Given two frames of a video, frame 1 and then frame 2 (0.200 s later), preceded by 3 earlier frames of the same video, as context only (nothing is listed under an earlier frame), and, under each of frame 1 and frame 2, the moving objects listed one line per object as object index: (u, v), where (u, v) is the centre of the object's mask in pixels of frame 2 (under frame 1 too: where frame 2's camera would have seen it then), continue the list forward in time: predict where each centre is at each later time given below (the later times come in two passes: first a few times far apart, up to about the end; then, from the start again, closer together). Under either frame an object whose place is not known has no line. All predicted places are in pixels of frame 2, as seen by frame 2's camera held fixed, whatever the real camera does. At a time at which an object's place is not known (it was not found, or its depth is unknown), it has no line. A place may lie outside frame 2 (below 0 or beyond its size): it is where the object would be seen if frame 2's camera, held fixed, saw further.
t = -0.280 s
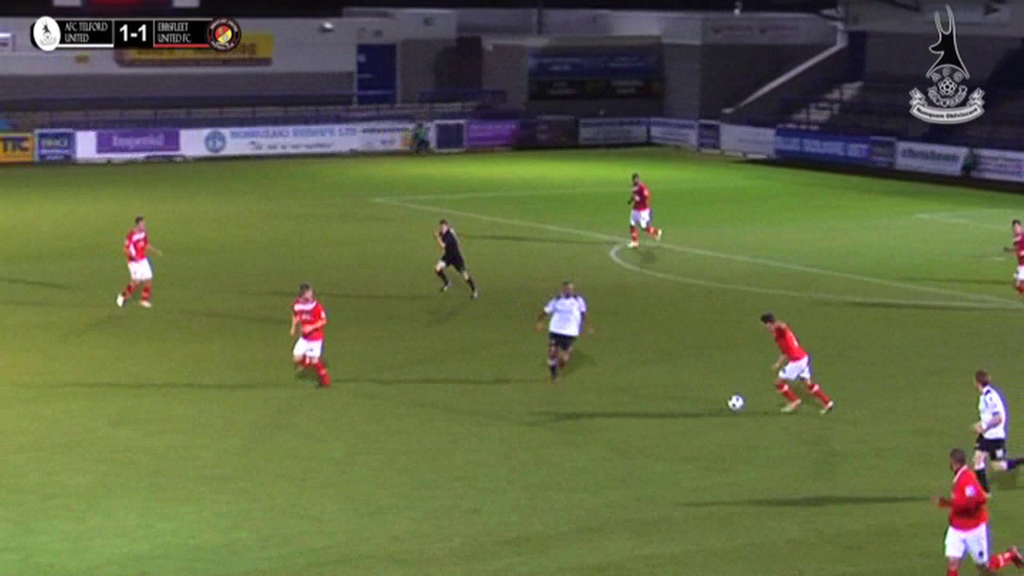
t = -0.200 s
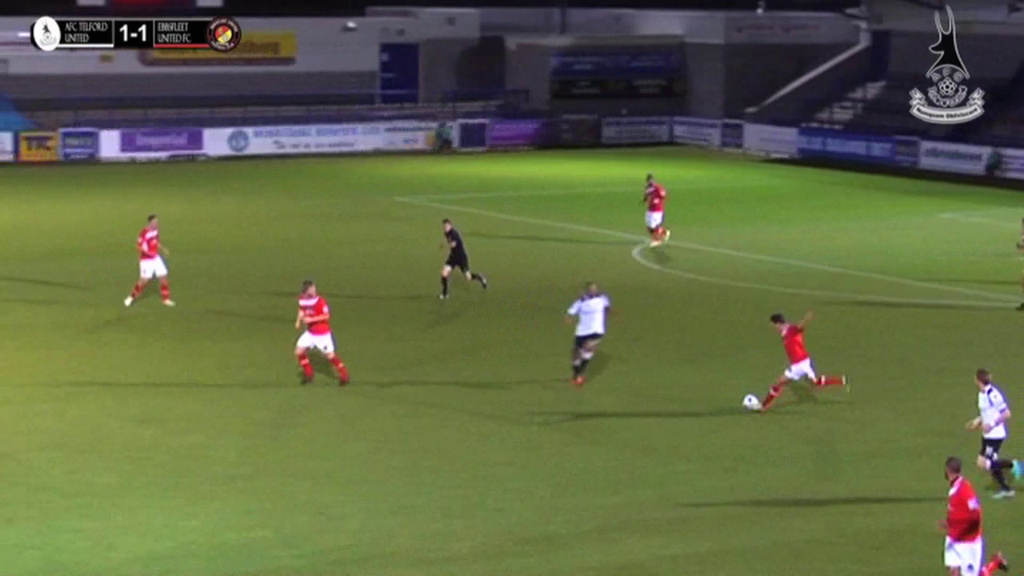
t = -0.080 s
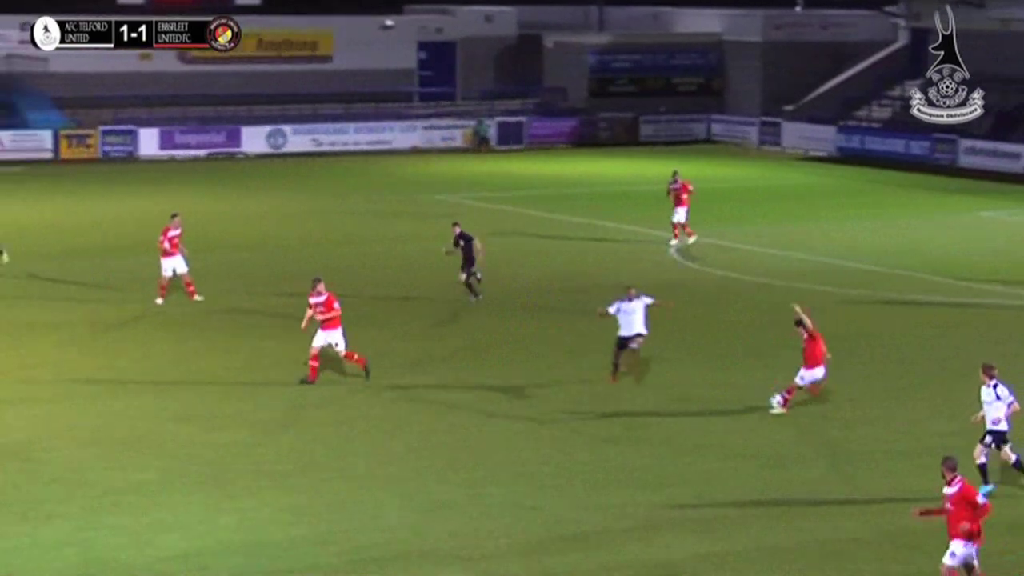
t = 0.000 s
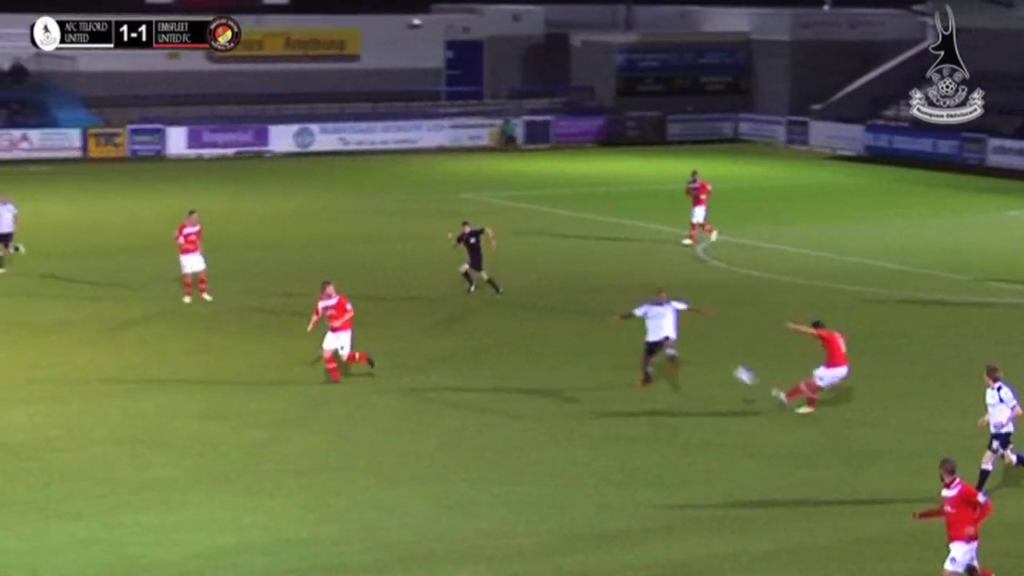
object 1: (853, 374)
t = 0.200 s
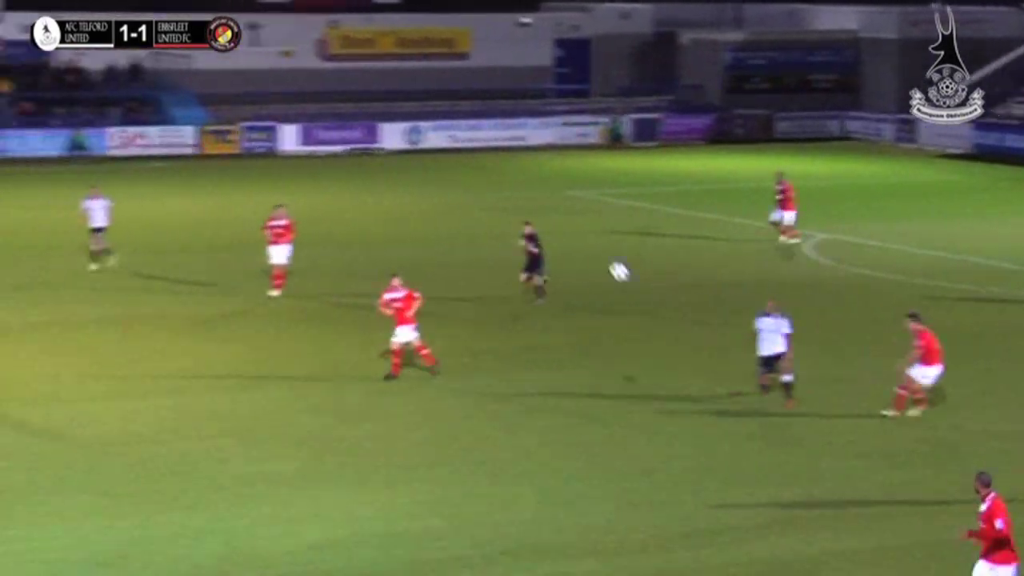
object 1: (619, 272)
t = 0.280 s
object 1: (528, 233)
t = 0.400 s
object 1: (387, 177)
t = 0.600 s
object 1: (148, 96)
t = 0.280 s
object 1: (528, 233)
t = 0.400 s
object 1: (387, 177)
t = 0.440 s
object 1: (340, 161)
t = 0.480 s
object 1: (291, 143)
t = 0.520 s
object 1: (244, 127)
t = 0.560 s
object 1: (196, 111)
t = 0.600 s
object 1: (148, 96)
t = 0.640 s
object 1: (99, 80)
